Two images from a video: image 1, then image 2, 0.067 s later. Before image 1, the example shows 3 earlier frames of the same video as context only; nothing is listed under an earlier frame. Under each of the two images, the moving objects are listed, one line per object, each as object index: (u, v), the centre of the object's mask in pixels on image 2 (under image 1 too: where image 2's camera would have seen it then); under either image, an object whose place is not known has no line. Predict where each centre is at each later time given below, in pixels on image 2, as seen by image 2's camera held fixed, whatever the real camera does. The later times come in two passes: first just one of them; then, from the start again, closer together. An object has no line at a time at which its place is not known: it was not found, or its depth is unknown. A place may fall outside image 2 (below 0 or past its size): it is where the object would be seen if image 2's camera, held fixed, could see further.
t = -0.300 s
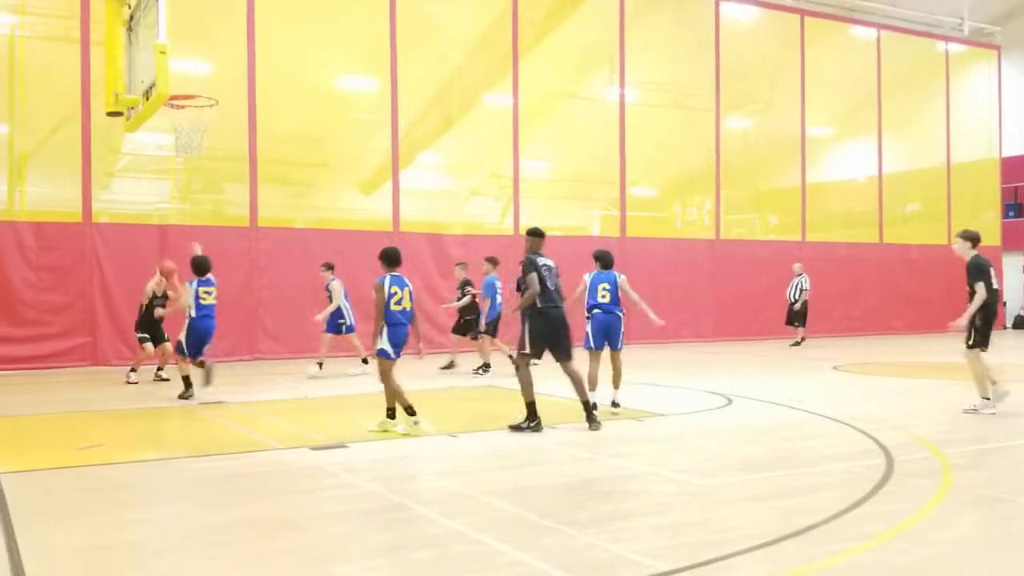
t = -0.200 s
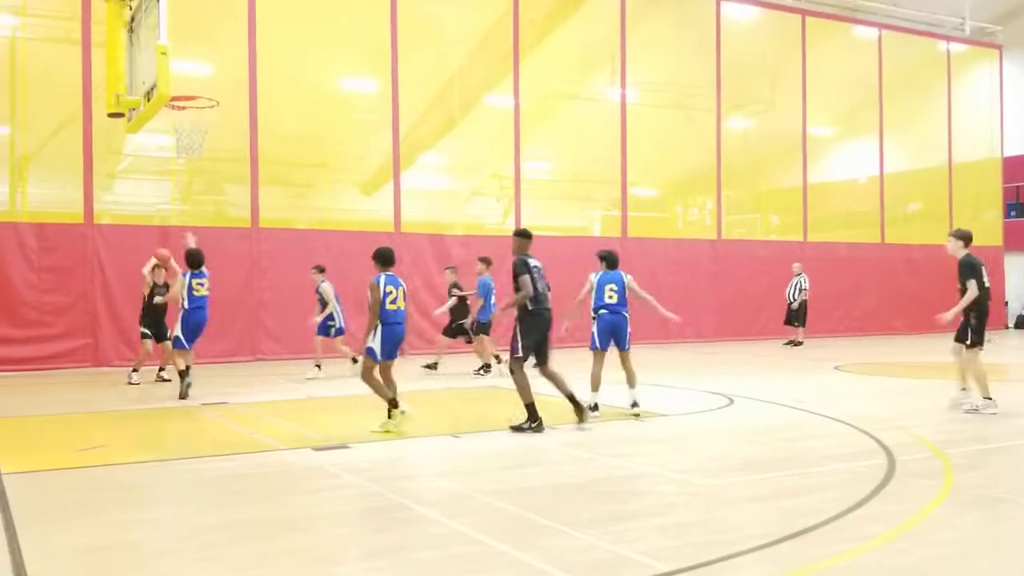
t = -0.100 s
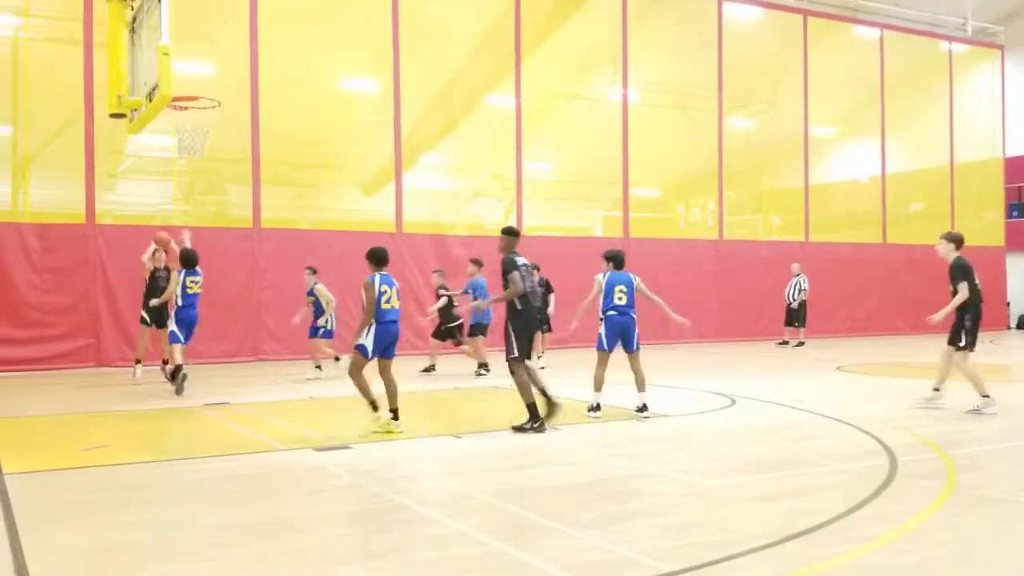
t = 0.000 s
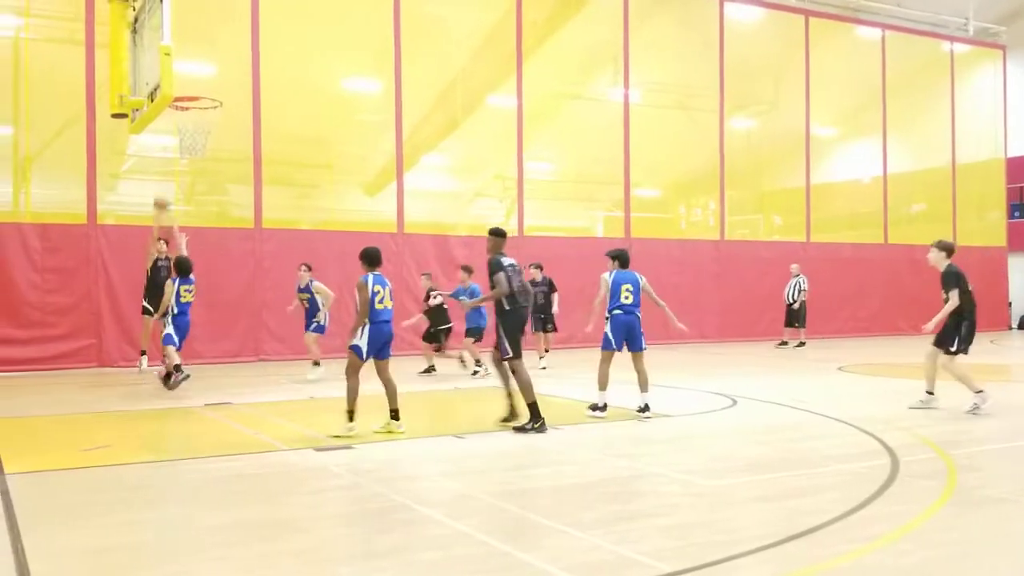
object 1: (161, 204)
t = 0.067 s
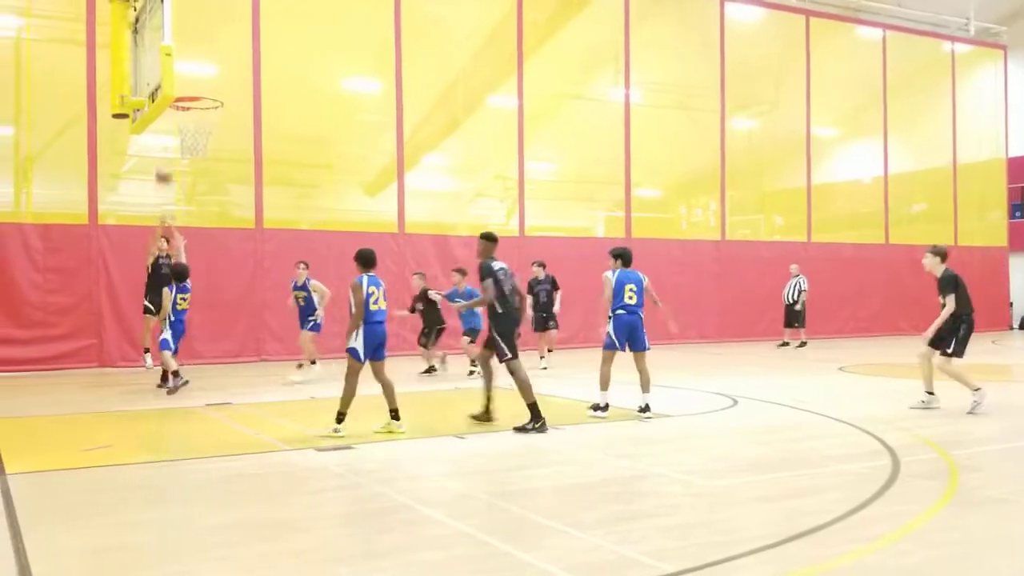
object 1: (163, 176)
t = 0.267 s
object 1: (169, 111)
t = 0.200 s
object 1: (166, 127)
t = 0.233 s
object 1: (168, 117)
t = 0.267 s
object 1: (169, 111)
